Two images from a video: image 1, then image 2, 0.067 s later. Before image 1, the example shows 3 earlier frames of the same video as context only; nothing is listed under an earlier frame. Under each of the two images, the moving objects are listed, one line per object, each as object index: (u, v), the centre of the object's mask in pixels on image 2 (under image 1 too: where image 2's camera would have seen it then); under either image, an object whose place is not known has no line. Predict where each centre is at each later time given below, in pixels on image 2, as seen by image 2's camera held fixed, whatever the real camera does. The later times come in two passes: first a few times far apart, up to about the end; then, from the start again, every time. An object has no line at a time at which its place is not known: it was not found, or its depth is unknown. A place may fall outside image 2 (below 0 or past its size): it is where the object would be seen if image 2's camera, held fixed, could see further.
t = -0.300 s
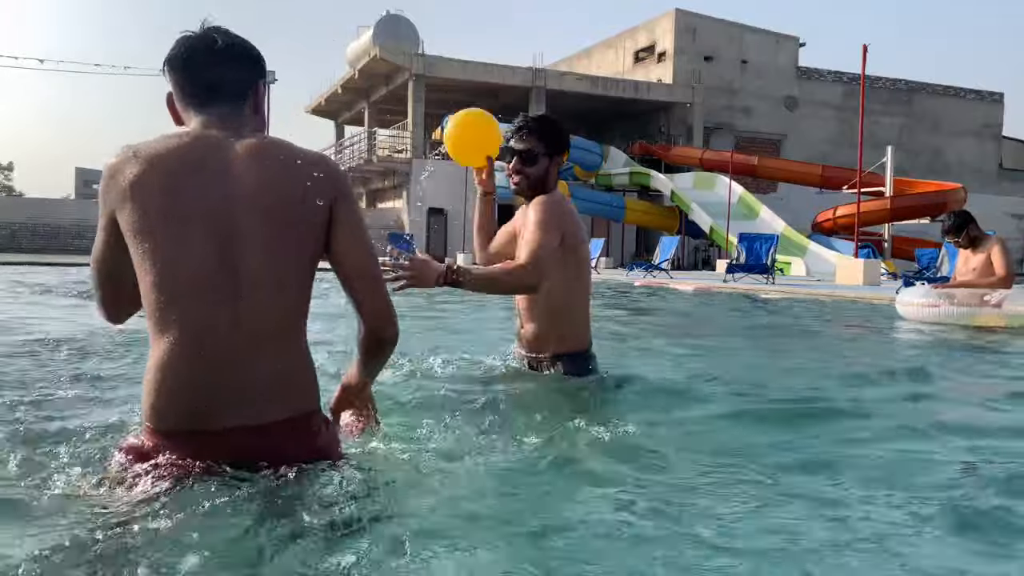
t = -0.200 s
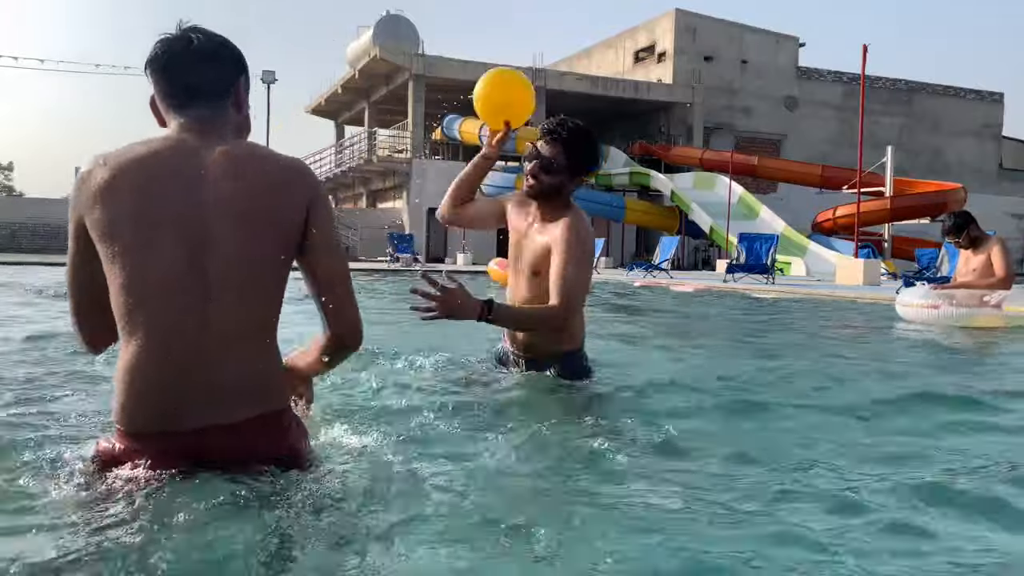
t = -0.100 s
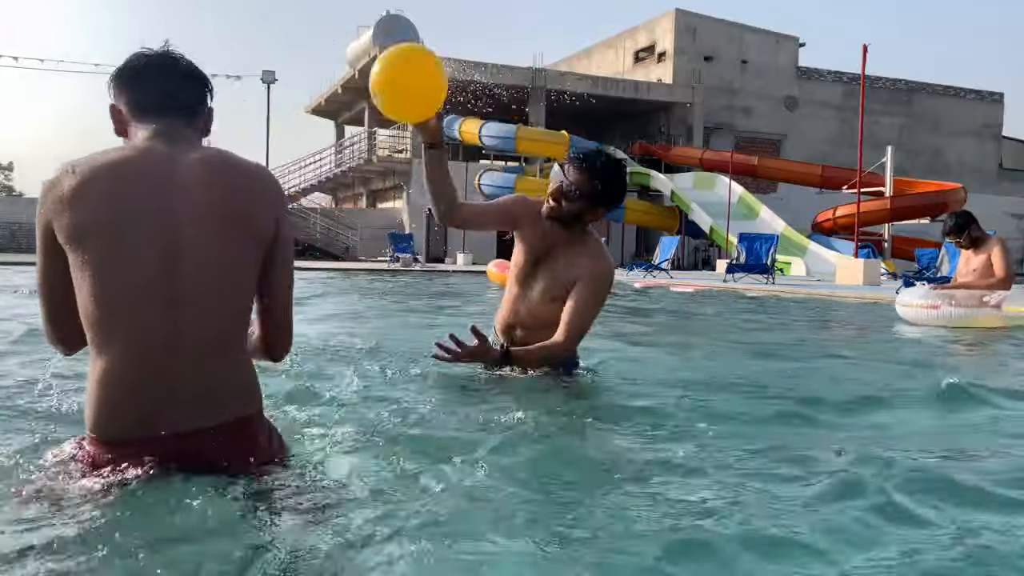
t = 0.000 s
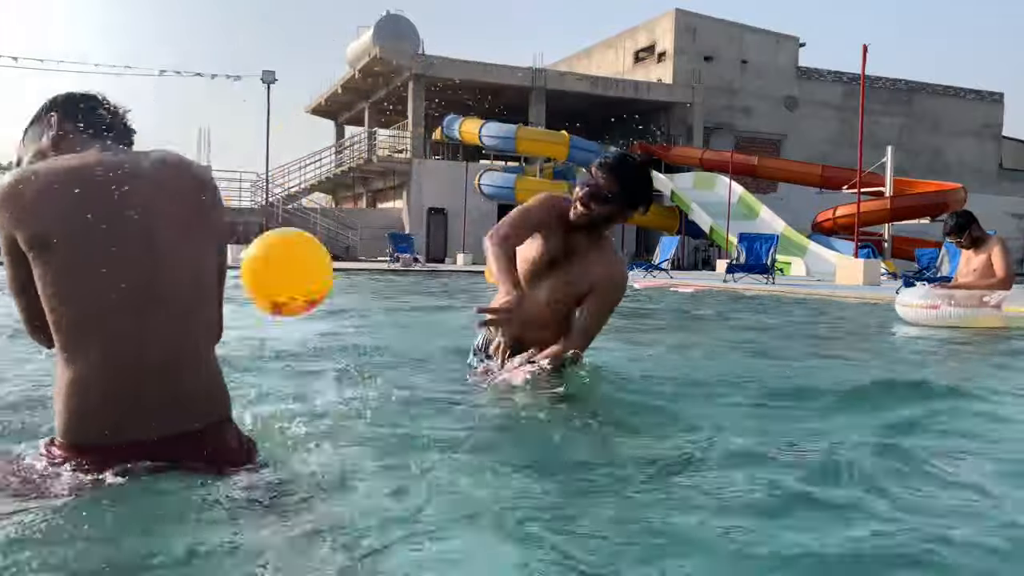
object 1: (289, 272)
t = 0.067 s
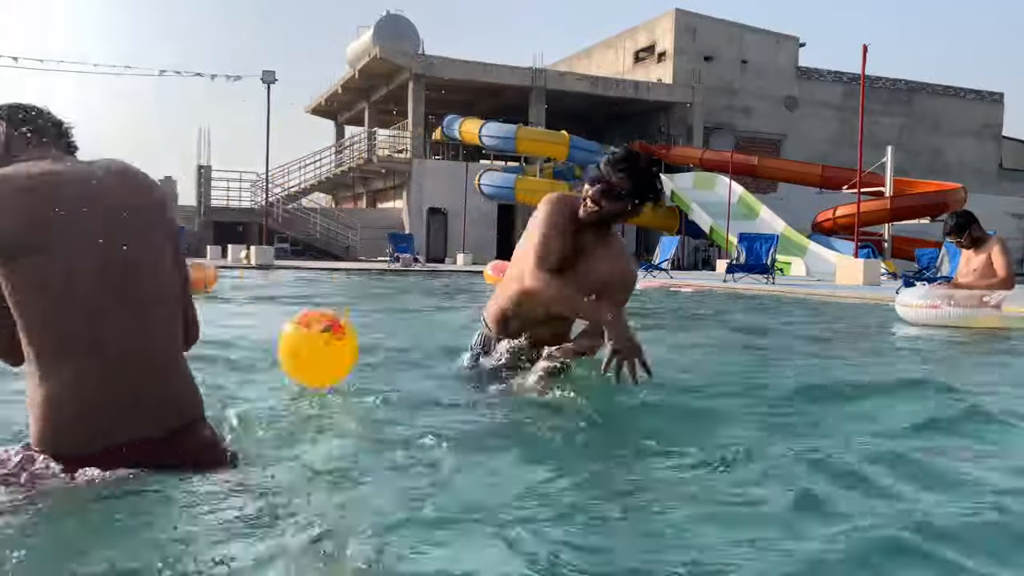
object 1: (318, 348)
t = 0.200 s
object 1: (335, 358)
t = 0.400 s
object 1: (369, 338)
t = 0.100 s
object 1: (328, 354)
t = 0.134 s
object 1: (330, 356)
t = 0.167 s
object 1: (332, 358)
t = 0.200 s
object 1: (335, 358)
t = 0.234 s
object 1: (340, 356)
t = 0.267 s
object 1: (345, 353)
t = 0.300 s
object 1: (351, 347)
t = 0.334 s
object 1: (356, 342)
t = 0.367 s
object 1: (364, 341)
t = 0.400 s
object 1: (369, 338)
